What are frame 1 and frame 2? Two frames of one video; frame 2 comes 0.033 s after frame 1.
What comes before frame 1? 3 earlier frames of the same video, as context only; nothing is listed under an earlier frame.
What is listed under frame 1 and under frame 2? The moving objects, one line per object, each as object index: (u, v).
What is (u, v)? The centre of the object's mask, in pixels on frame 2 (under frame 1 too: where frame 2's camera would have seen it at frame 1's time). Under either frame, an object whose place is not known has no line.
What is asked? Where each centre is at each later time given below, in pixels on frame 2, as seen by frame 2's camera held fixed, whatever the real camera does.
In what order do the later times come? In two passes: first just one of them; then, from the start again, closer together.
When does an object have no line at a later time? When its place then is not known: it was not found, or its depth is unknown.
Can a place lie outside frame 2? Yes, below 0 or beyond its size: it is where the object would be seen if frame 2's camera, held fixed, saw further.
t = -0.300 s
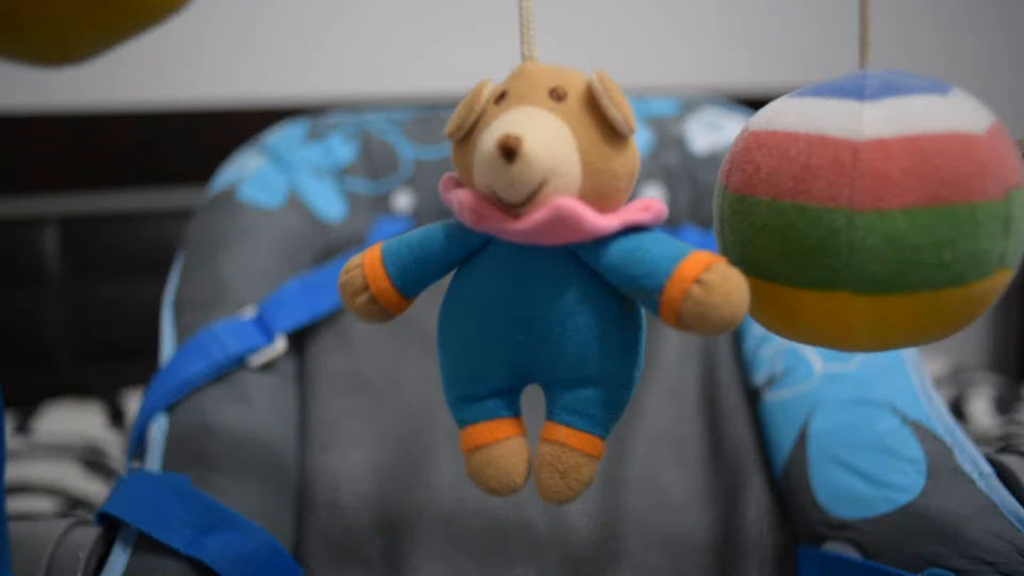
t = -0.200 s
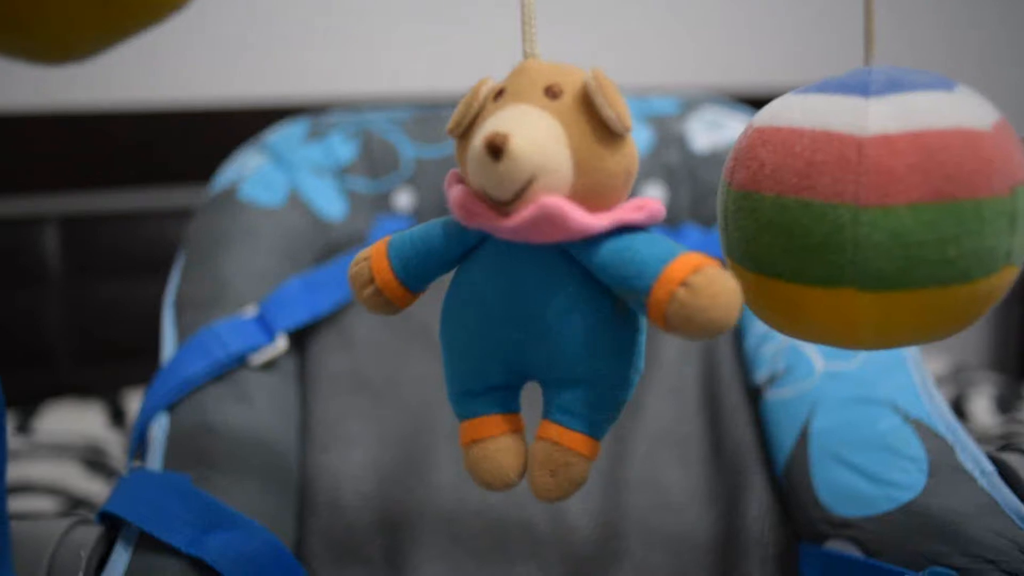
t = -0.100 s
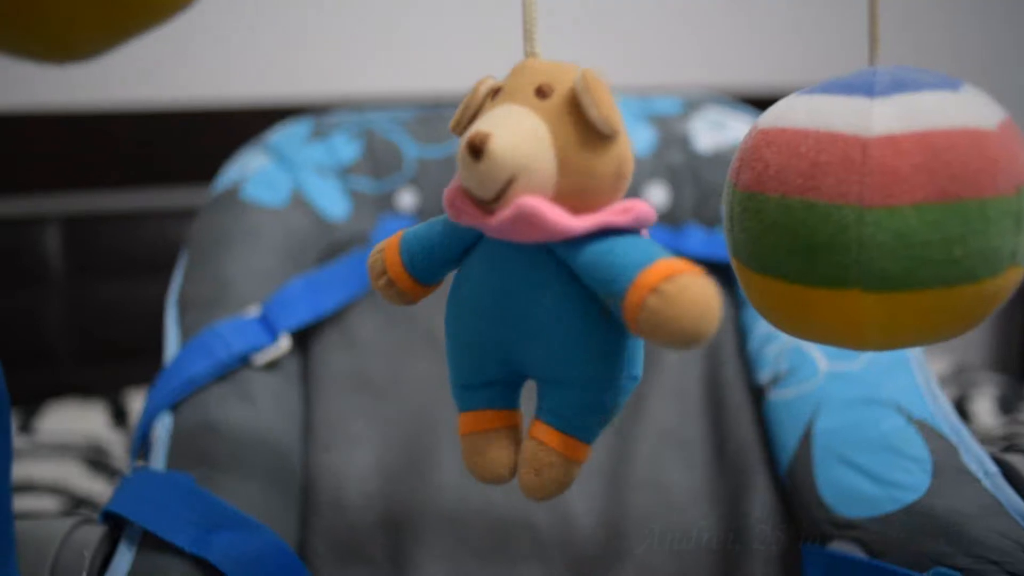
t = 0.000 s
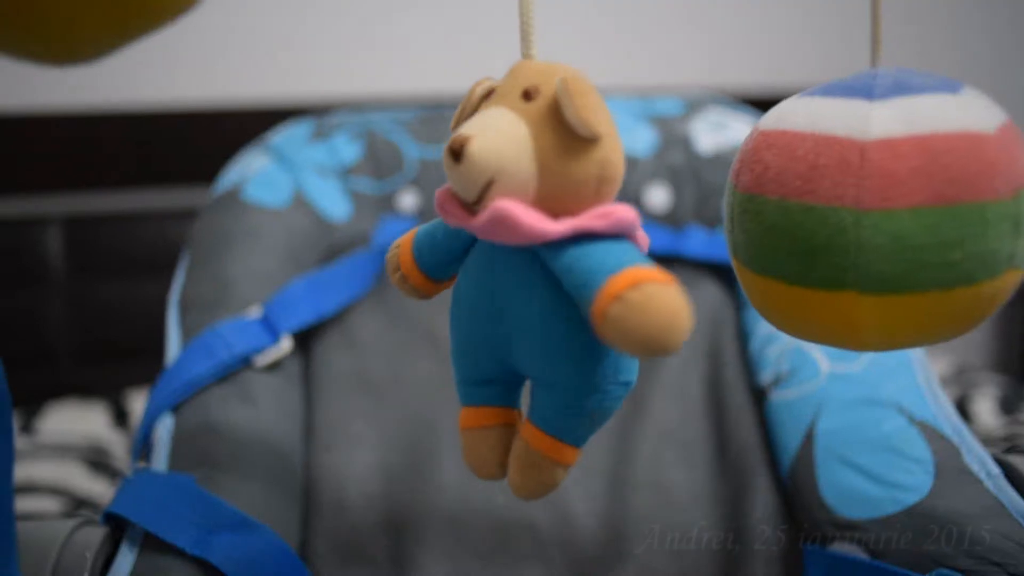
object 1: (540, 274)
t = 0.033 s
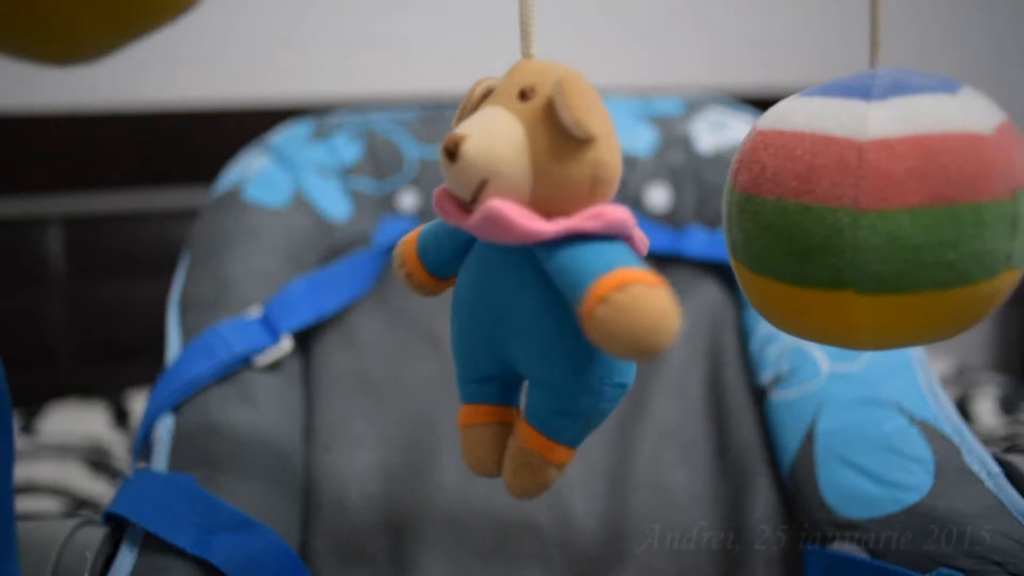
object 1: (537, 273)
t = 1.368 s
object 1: (543, 270)
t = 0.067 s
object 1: (536, 271)
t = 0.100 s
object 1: (537, 271)
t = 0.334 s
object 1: (547, 264)
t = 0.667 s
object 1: (543, 260)
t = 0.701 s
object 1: (541, 261)
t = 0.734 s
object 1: (539, 260)
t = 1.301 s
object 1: (547, 271)
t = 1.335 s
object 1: (545, 271)
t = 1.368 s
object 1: (543, 270)
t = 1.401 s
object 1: (541, 270)
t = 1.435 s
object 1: (539, 271)
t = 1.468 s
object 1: (538, 272)
